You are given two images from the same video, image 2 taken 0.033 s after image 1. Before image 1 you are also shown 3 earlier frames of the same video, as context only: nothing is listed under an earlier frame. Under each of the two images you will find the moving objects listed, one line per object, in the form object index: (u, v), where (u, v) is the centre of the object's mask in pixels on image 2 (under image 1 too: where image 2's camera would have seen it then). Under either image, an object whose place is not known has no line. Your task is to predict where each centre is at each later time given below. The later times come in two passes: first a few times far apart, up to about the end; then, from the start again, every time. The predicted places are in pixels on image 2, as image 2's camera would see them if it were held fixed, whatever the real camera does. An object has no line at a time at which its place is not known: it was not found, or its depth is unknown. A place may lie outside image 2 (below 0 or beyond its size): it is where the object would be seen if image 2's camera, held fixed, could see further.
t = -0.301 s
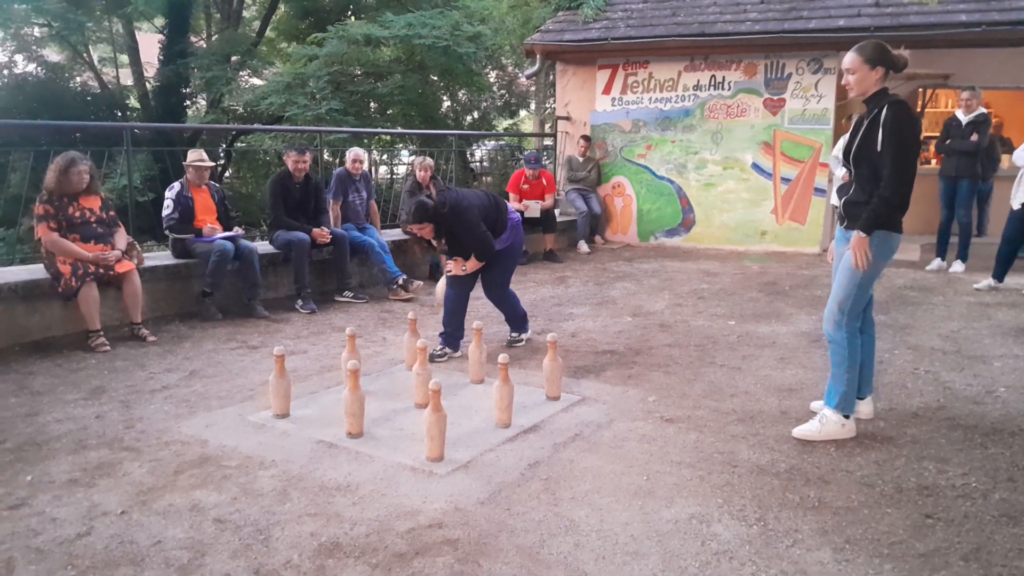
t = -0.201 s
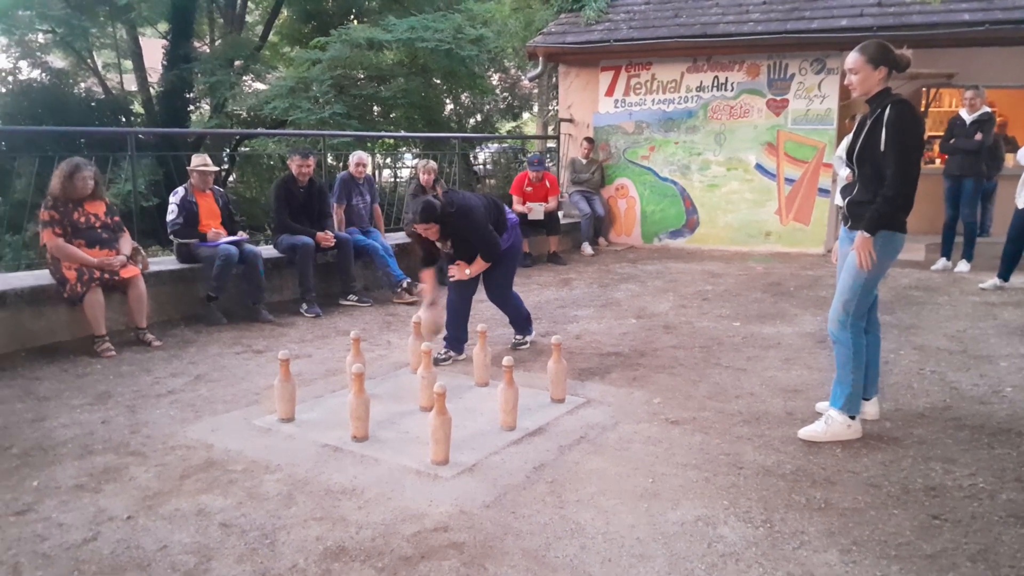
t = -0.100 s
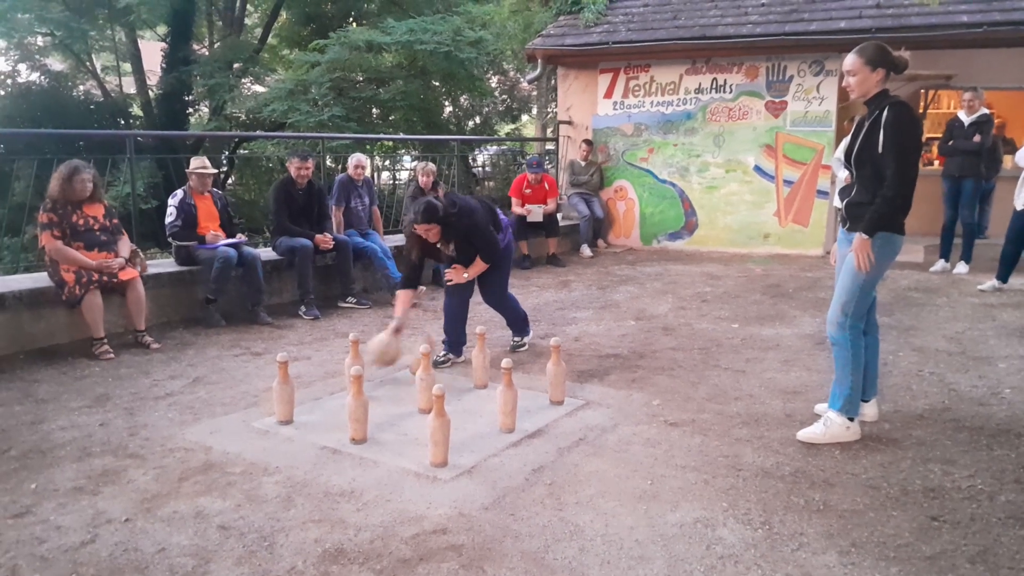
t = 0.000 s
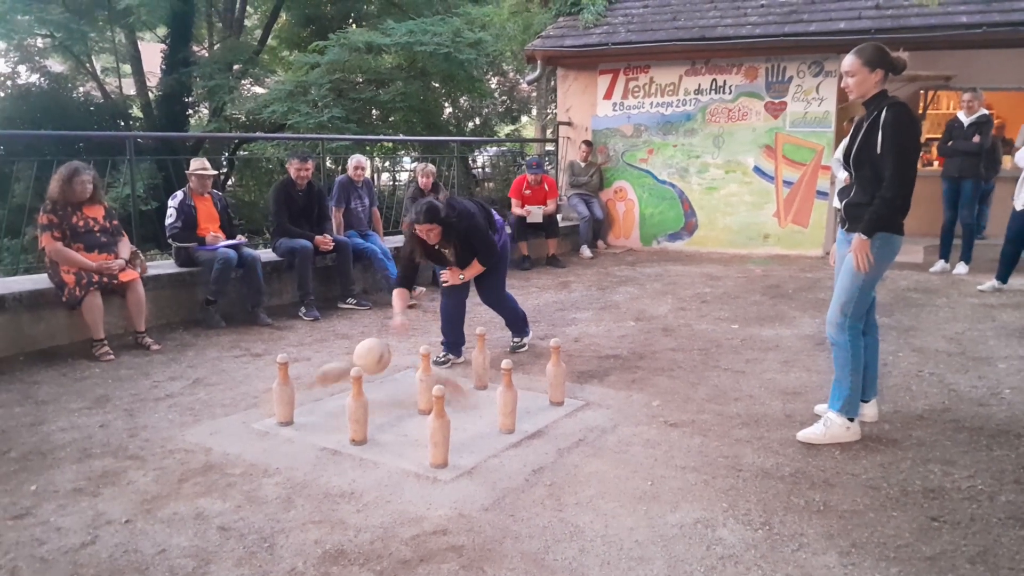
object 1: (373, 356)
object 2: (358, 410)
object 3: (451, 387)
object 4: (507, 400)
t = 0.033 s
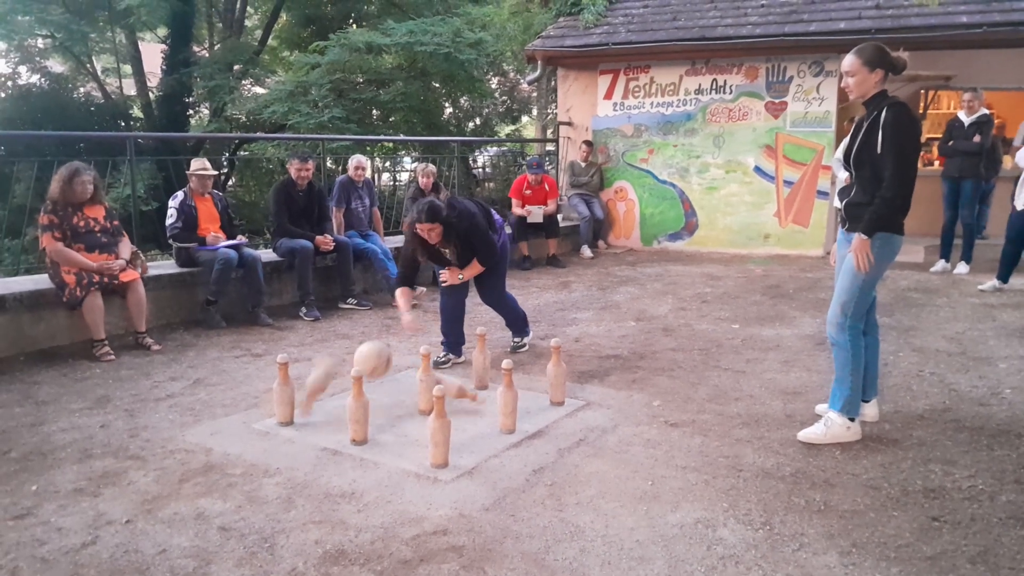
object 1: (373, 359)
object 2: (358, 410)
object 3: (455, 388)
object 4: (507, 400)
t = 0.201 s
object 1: (380, 409)
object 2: (358, 411)
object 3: (474, 405)
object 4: (507, 400)
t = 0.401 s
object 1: (387, 422)
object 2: (313, 431)
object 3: (478, 405)
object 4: (505, 406)
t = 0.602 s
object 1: (400, 439)
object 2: (279, 473)
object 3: (479, 407)
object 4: (500, 410)
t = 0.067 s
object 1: (374, 363)
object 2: (358, 411)
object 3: (456, 386)
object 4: (507, 400)
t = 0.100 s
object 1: (375, 372)
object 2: (358, 410)
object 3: (460, 387)
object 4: (507, 400)
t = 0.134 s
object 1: (377, 383)
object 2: (358, 410)
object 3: (465, 390)
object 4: (507, 400)
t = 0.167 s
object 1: (378, 393)
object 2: (358, 410)
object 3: (472, 396)
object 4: (507, 400)
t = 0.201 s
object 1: (380, 409)
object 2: (358, 411)
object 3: (474, 405)
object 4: (507, 400)
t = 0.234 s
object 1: (380, 407)
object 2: (352, 412)
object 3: (479, 410)
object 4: (507, 400)
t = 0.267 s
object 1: (380, 407)
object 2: (345, 418)
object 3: (478, 405)
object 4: (507, 400)
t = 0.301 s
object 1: (381, 411)
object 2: (337, 421)
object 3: (477, 402)
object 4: (506, 402)
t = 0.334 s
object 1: (382, 417)
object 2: (330, 424)
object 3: (477, 401)
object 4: (506, 403)
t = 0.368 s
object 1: (384, 421)
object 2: (322, 427)
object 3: (477, 402)
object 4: (506, 405)
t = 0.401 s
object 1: (387, 422)
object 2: (313, 431)
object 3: (478, 405)
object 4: (505, 406)
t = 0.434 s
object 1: (390, 424)
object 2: (307, 439)
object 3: (479, 408)
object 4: (504, 406)
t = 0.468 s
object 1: (393, 430)
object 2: (301, 451)
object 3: (479, 404)
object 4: (505, 407)
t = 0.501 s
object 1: (395, 431)
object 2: (293, 460)
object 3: (480, 404)
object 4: (504, 408)
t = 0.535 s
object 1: (397, 434)
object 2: (287, 473)
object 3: (480, 406)
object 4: (503, 409)
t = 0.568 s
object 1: (398, 437)
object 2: (283, 472)
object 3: (479, 407)
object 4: (503, 410)
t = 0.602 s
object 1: (400, 439)
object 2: (279, 473)
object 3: (479, 407)
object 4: (500, 410)
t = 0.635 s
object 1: (401, 441)
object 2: (275, 476)
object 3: (477, 407)
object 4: (499, 411)
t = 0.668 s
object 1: (403, 444)
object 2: (272, 479)
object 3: (477, 407)
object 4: (498, 414)
